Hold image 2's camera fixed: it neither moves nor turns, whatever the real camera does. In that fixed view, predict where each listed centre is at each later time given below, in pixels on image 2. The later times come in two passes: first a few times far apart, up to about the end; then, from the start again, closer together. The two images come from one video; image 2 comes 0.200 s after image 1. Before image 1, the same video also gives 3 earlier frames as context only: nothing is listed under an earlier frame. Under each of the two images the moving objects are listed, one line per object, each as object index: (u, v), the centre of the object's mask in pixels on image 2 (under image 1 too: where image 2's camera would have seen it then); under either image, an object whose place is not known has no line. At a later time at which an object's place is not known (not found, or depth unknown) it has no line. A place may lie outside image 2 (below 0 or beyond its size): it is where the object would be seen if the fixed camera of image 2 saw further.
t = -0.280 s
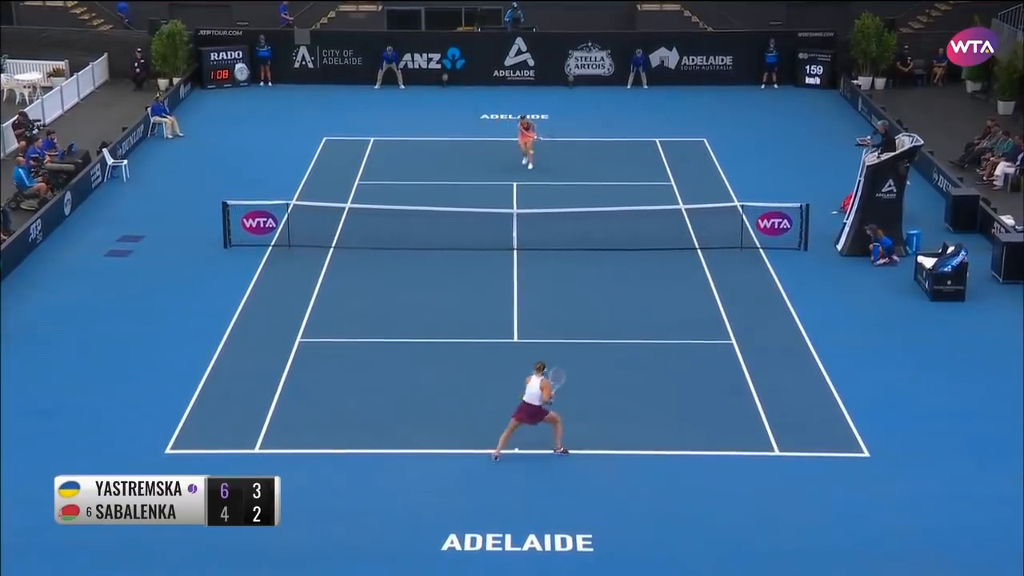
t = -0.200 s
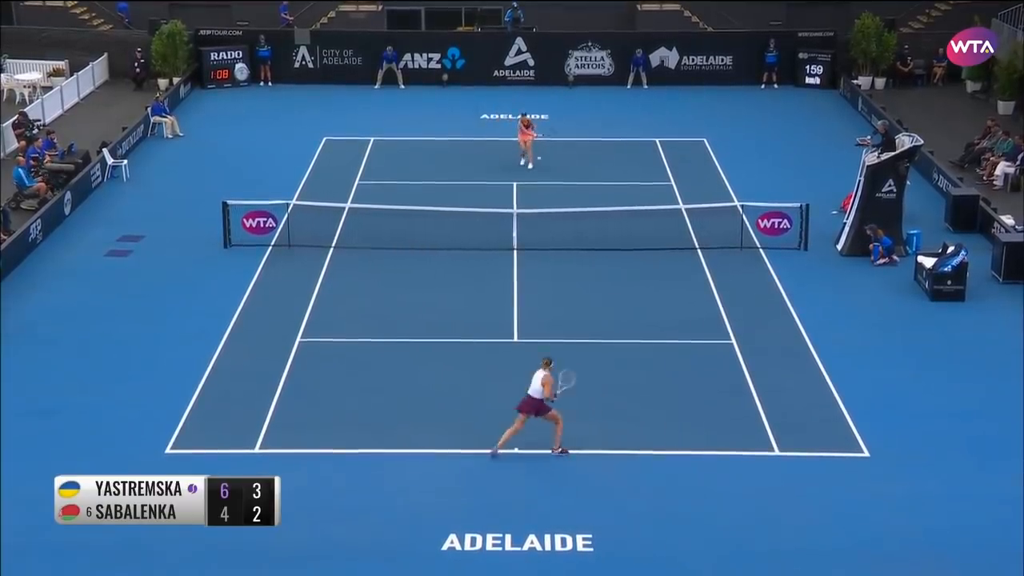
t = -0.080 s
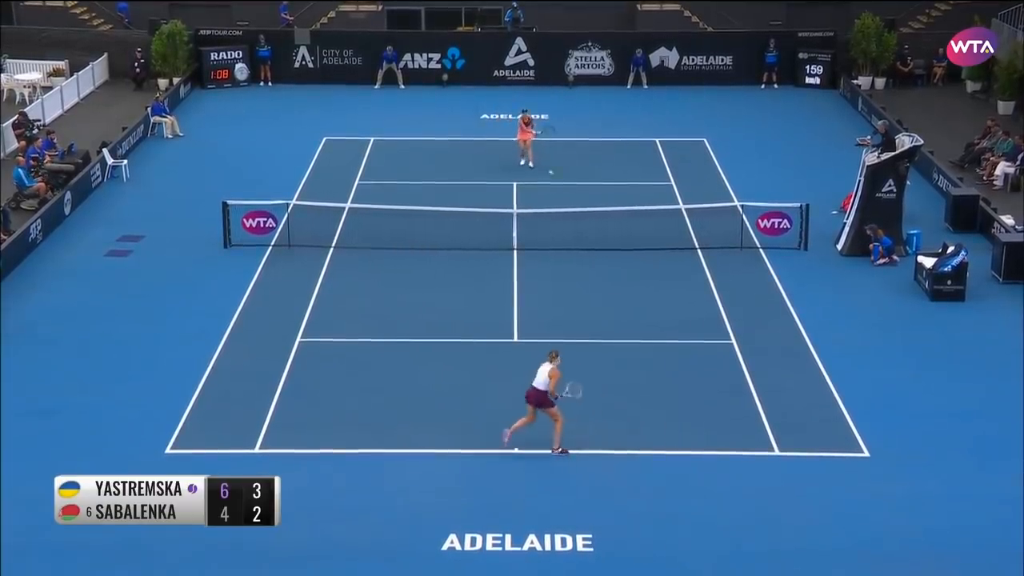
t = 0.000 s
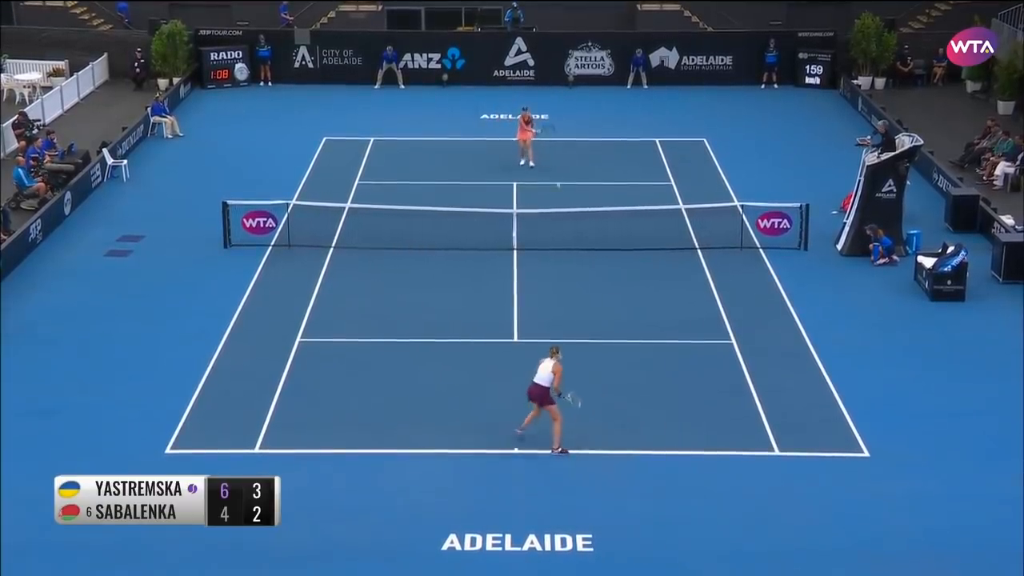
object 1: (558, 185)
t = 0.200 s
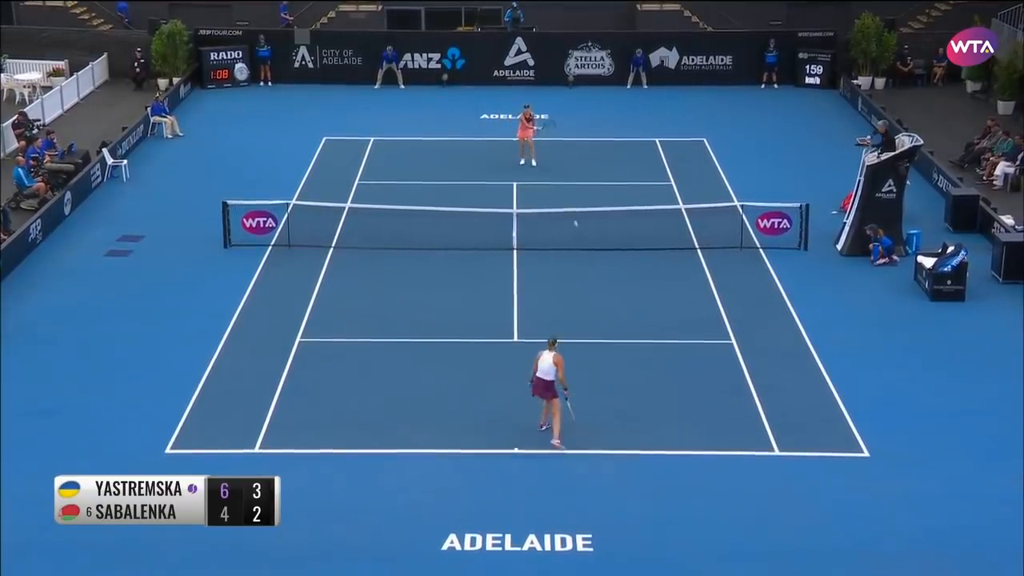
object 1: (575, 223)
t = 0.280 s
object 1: (582, 242)
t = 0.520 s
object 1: (597, 279)
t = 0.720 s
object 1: (601, 276)
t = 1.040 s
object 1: (608, 312)
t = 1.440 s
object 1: (620, 330)
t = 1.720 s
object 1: (627, 358)
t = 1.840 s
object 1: (631, 361)
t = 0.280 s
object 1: (582, 242)
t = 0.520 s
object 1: (597, 279)
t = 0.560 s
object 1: (596, 276)
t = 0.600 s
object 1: (599, 275)
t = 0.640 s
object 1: (600, 275)
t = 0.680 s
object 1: (601, 275)
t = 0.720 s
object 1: (601, 276)
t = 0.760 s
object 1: (602, 278)
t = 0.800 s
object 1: (603, 280)
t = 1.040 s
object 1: (608, 312)
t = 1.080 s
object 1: (609, 319)
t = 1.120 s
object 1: (610, 325)
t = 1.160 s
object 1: (611, 323)
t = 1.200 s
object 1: (612, 322)
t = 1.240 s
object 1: (614, 322)
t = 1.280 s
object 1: (615, 322)
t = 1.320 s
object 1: (616, 323)
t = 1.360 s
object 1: (617, 324)
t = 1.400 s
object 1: (619, 327)
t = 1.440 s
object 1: (620, 330)
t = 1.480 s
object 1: (621, 334)
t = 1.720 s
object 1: (627, 358)
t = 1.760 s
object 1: (628, 358)
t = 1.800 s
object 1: (630, 359)
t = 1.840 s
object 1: (631, 361)
